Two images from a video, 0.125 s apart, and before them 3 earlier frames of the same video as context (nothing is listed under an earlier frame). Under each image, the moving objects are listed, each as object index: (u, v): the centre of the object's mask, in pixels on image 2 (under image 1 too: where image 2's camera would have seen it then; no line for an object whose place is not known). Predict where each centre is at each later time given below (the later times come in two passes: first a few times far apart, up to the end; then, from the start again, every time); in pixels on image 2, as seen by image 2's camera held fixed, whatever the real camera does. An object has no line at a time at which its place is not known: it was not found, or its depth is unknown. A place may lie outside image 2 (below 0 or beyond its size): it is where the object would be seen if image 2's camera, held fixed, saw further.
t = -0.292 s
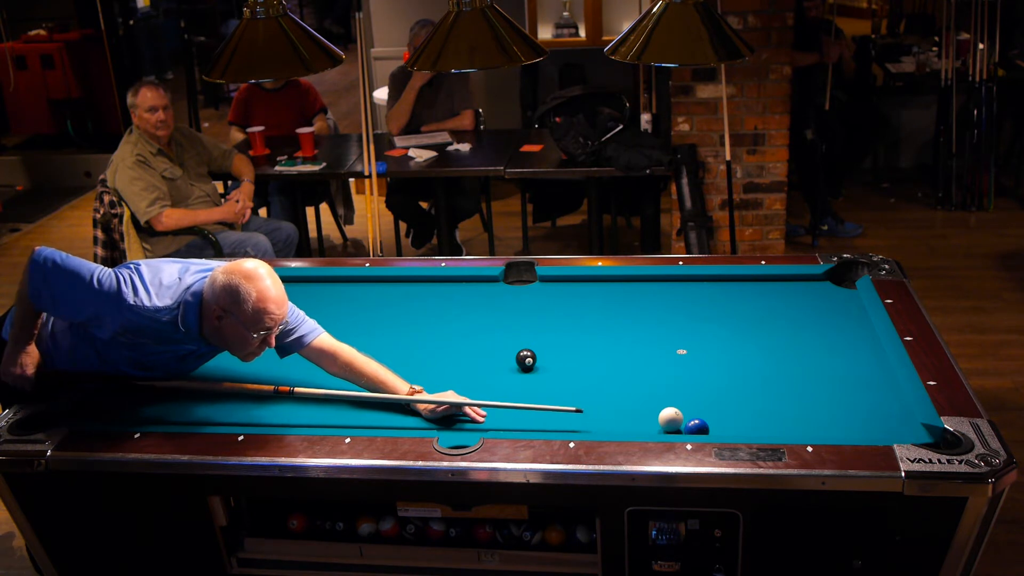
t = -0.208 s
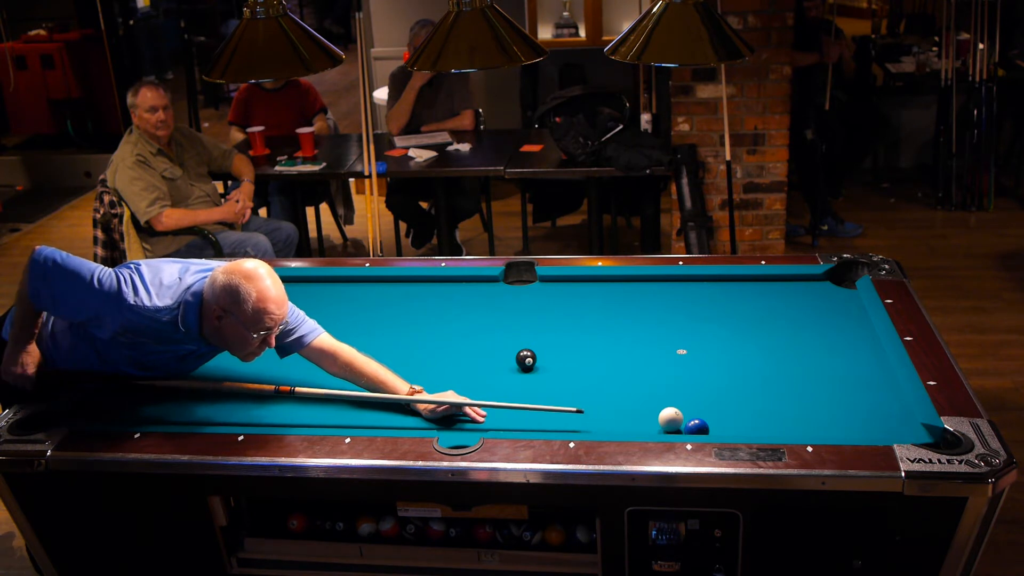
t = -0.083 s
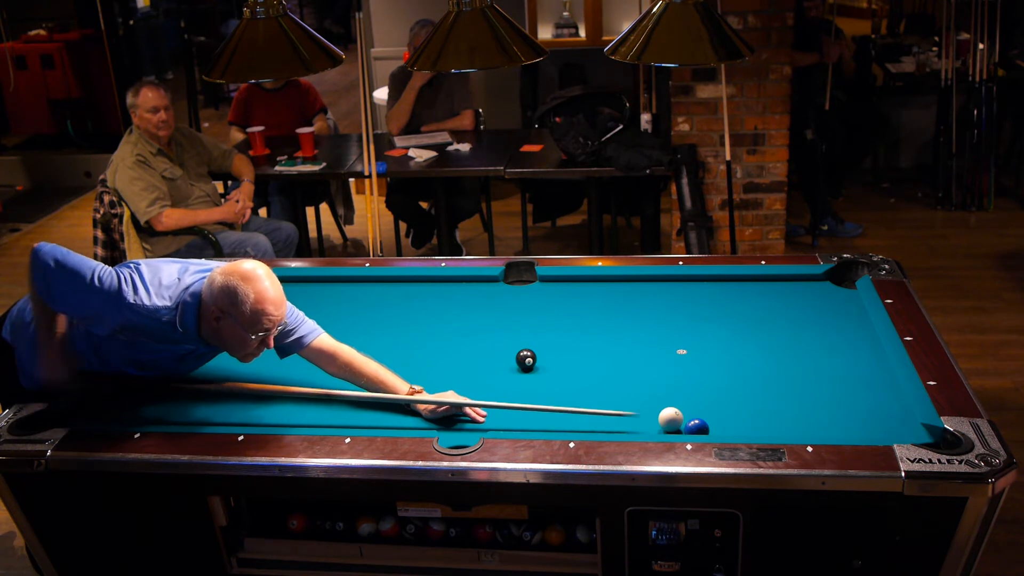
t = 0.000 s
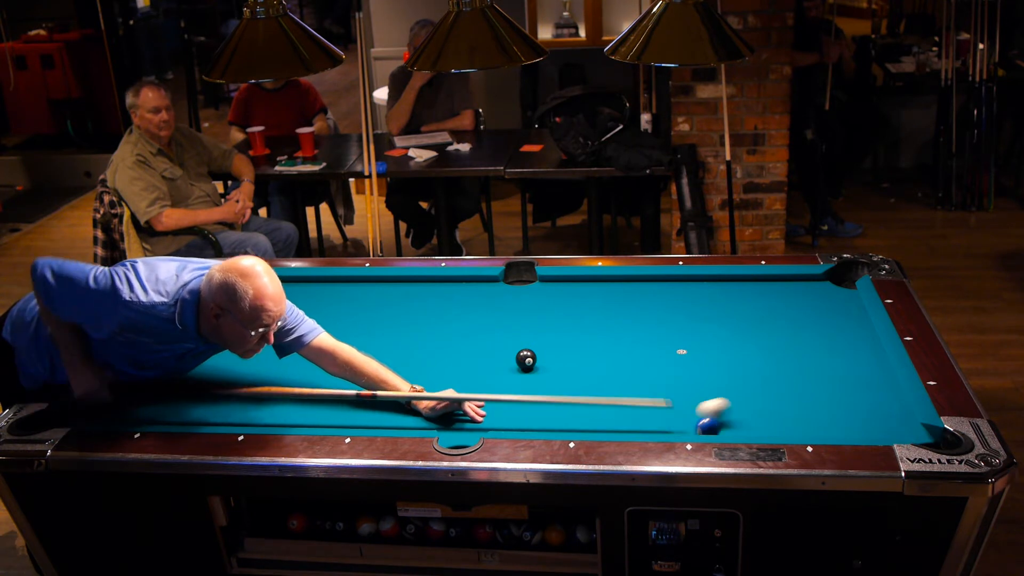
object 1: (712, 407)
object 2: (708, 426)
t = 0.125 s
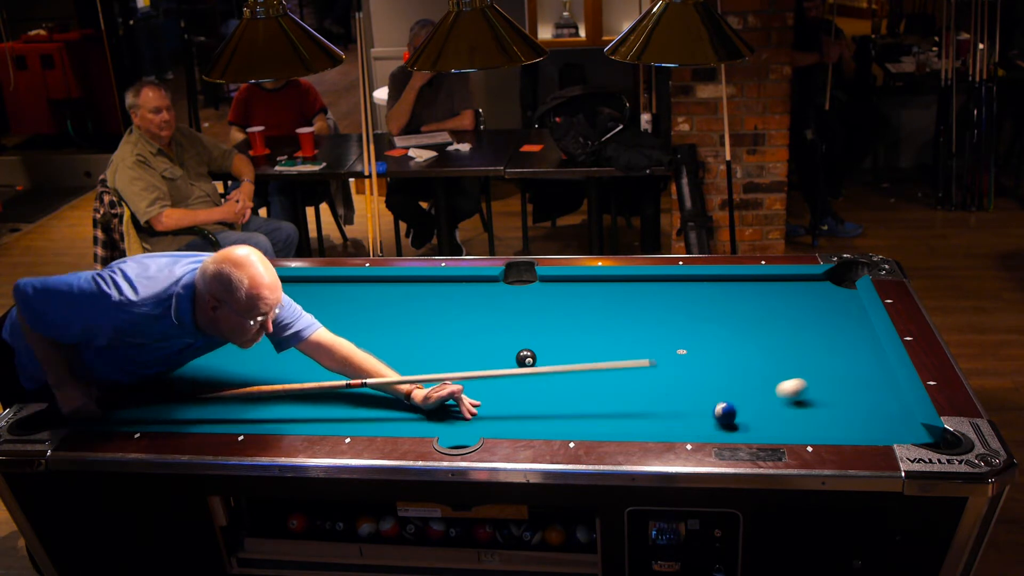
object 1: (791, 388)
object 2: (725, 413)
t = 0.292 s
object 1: (880, 368)
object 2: (745, 394)
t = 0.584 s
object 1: (781, 340)
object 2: (776, 365)
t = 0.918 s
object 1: (694, 313)
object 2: (805, 337)
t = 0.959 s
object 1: (683, 309)
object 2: (808, 334)
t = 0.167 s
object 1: (814, 382)
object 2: (730, 408)
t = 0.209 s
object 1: (837, 377)
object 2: (735, 403)
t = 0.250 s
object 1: (859, 372)
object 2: (740, 399)
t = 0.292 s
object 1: (880, 368)
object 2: (745, 394)
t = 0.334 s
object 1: (864, 363)
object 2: (750, 390)
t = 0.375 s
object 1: (846, 359)
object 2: (754, 386)
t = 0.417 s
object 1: (831, 355)
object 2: (759, 382)
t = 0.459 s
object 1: (817, 351)
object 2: (763, 377)
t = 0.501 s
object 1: (805, 348)
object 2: (768, 374)
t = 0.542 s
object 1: (792, 344)
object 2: (772, 369)
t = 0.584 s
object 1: (781, 340)
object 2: (776, 365)
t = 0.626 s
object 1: (769, 336)
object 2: (779, 362)
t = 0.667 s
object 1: (757, 333)
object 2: (783, 358)
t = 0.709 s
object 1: (746, 329)
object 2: (787, 354)
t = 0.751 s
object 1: (735, 326)
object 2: (791, 351)
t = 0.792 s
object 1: (724, 322)
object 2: (795, 347)
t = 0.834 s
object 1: (714, 319)
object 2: (798, 344)
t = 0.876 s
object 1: (703, 316)
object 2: (802, 340)
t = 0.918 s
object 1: (694, 313)
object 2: (805, 337)
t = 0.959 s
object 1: (683, 309)
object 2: (808, 334)
